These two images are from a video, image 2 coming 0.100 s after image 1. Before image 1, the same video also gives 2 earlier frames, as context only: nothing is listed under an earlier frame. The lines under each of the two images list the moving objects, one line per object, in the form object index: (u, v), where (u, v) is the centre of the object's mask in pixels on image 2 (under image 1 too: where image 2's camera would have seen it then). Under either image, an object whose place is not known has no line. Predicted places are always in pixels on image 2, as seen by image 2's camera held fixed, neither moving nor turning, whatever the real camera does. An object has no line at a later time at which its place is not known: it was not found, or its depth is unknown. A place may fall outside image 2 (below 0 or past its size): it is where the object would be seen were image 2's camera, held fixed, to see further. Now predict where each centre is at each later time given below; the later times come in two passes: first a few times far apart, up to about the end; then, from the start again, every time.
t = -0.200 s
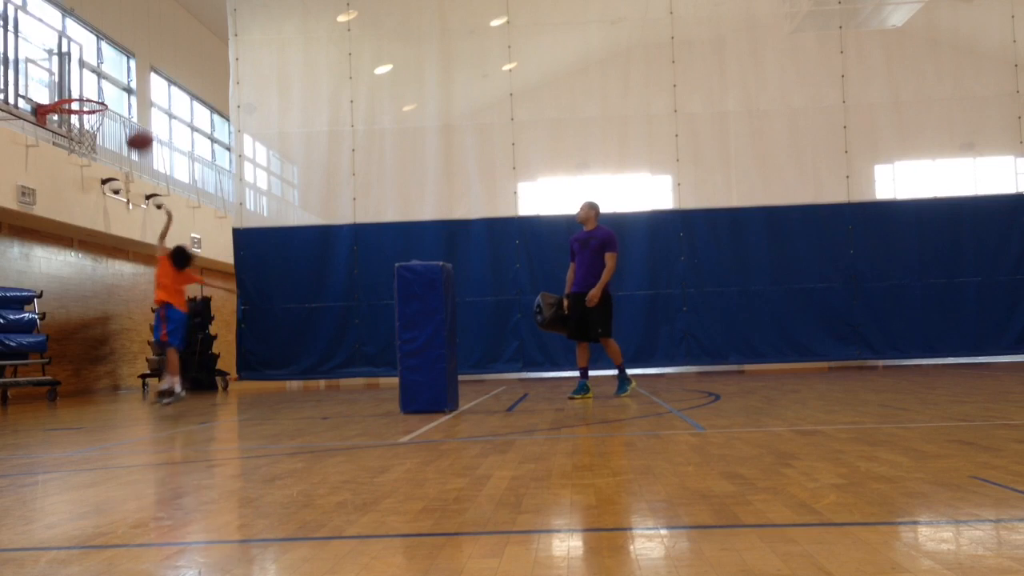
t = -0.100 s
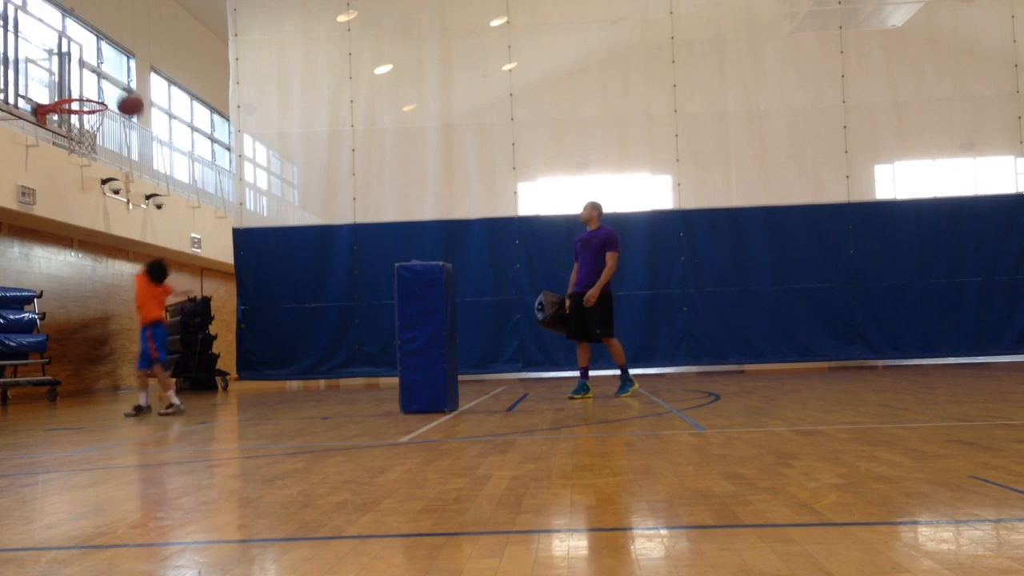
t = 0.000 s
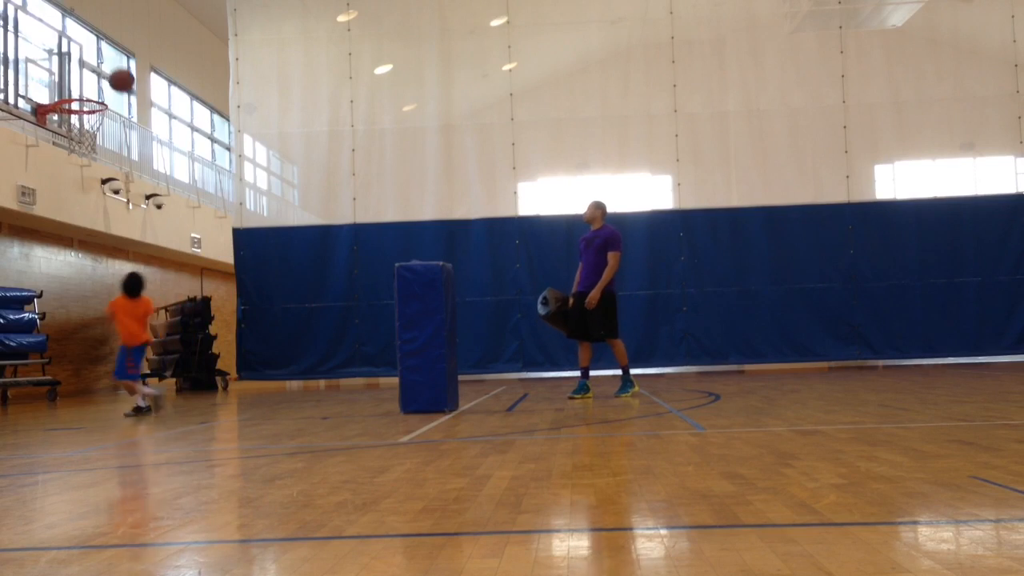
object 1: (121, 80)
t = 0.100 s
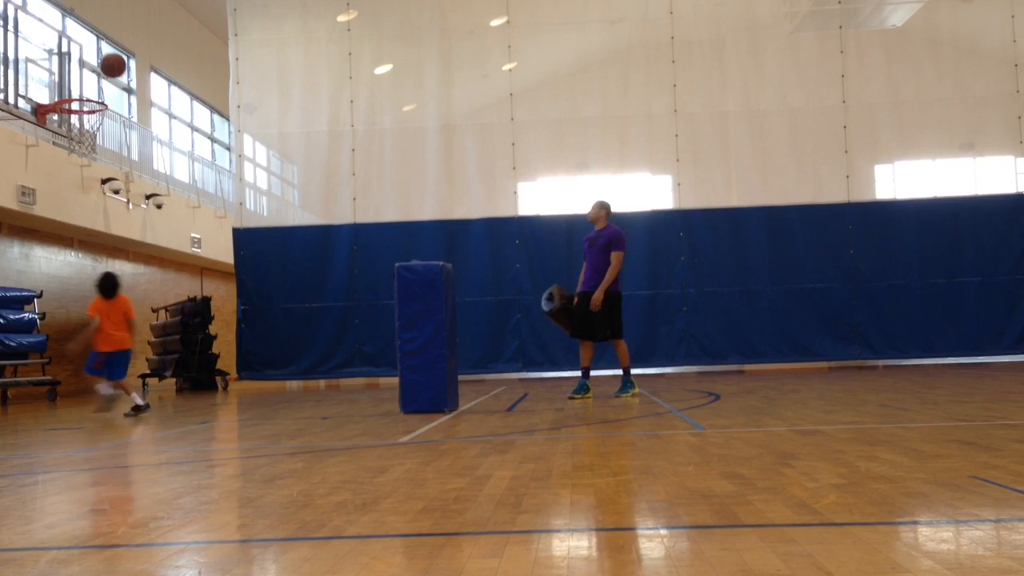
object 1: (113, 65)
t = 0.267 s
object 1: (99, 62)
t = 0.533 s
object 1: (80, 116)
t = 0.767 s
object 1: (74, 171)
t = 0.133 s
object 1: (110, 63)
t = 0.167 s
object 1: (107, 61)
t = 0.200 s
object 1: (105, 60)
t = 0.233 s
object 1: (102, 61)
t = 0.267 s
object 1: (99, 62)
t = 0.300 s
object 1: (97, 65)
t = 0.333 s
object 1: (95, 69)
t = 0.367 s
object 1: (92, 74)
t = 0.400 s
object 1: (90, 79)
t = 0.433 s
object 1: (87, 87)
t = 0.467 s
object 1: (85, 96)
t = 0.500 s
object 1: (83, 106)
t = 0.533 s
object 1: (80, 116)
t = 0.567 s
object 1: (76, 127)
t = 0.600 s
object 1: (77, 134)
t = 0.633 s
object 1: (77, 139)
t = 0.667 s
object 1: (76, 144)
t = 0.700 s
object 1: (75, 153)
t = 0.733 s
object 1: (75, 162)
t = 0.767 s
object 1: (74, 171)
